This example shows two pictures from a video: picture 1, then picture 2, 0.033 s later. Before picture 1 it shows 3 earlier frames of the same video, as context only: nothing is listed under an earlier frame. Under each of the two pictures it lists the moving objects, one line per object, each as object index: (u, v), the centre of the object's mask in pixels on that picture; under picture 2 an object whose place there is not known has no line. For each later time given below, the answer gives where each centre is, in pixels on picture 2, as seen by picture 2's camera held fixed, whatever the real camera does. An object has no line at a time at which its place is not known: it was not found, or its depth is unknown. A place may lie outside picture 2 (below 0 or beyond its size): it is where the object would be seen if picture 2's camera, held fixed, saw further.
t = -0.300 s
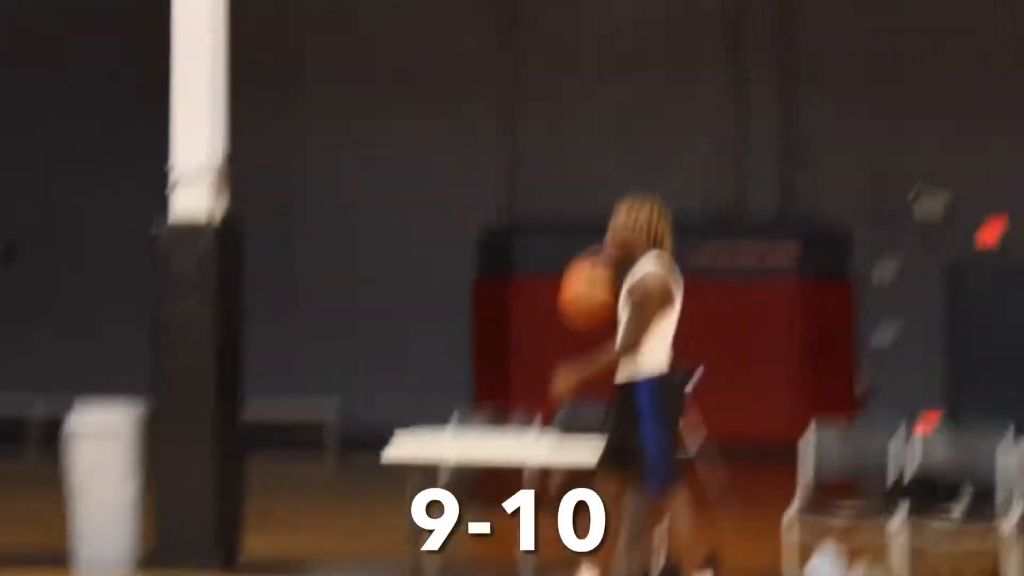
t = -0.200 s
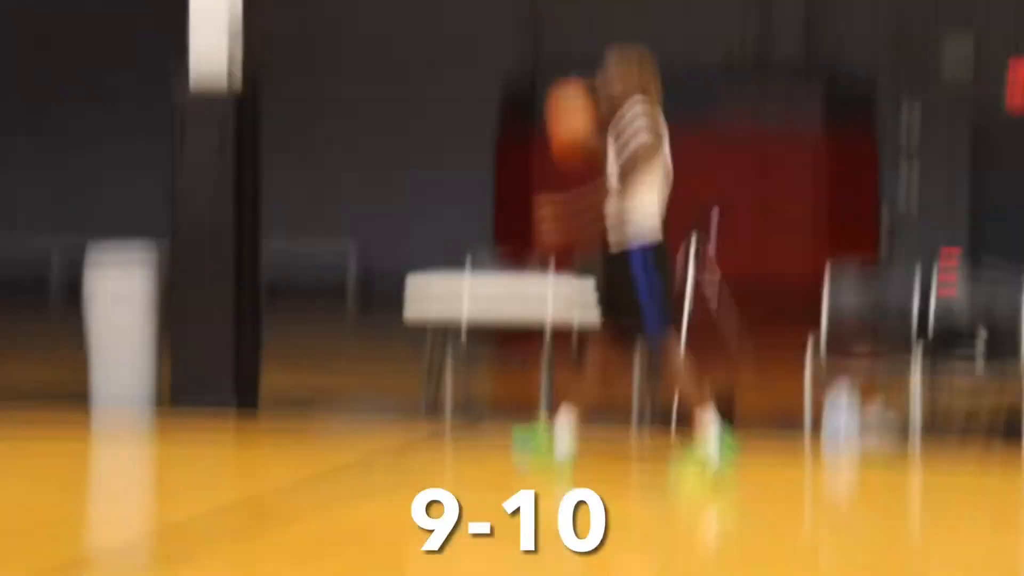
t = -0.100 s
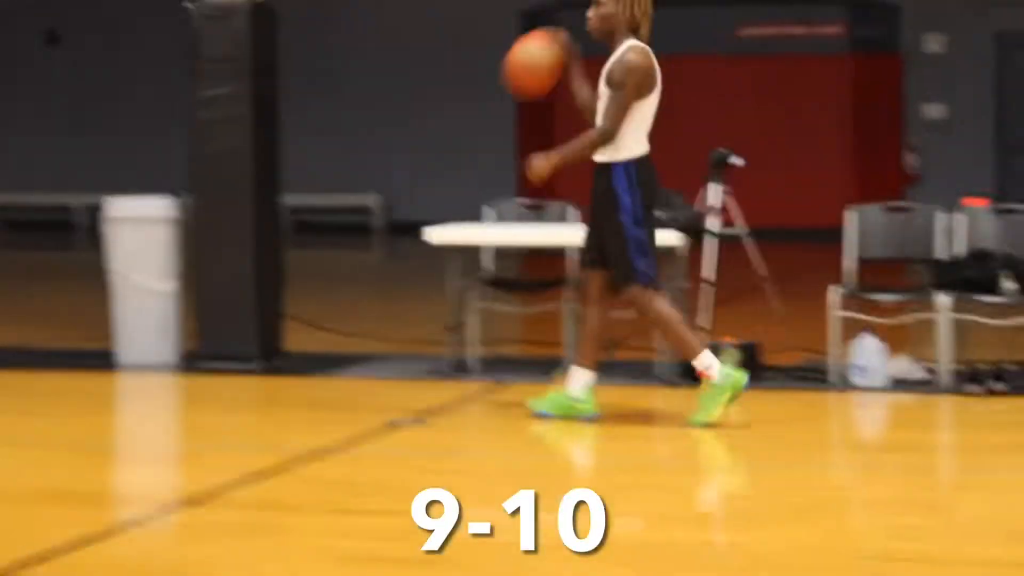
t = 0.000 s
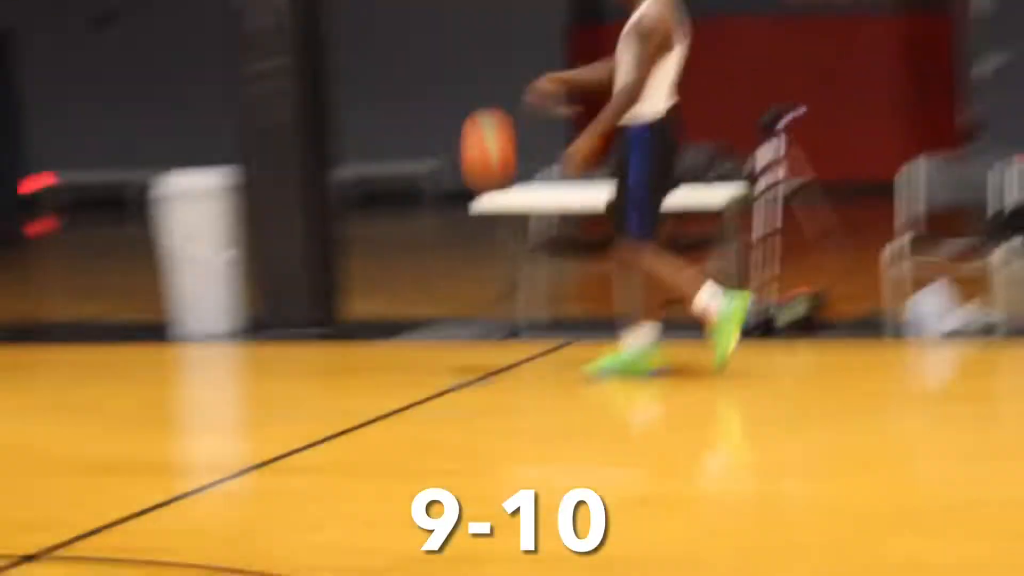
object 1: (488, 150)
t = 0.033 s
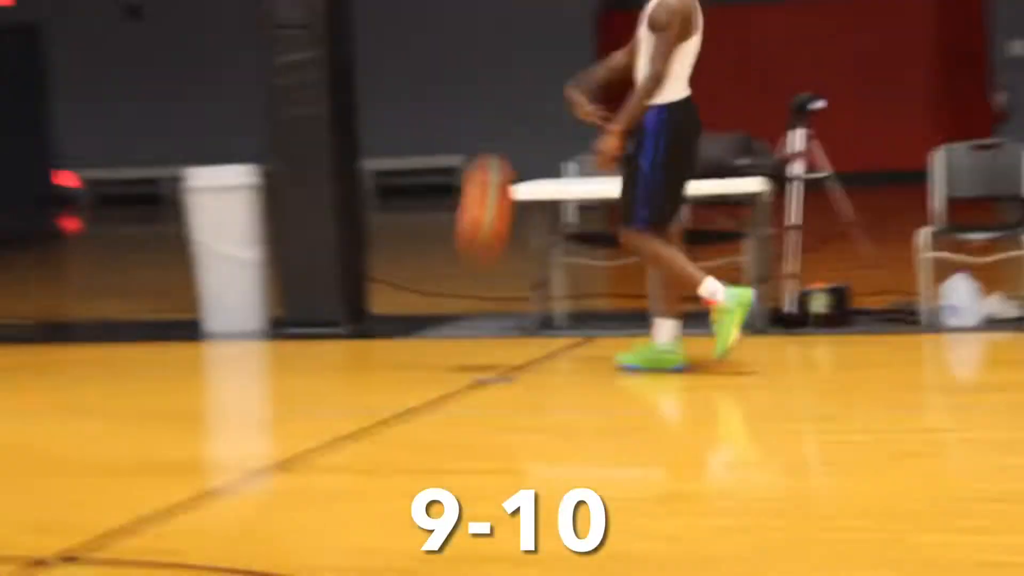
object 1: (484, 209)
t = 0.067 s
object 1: (458, 273)
